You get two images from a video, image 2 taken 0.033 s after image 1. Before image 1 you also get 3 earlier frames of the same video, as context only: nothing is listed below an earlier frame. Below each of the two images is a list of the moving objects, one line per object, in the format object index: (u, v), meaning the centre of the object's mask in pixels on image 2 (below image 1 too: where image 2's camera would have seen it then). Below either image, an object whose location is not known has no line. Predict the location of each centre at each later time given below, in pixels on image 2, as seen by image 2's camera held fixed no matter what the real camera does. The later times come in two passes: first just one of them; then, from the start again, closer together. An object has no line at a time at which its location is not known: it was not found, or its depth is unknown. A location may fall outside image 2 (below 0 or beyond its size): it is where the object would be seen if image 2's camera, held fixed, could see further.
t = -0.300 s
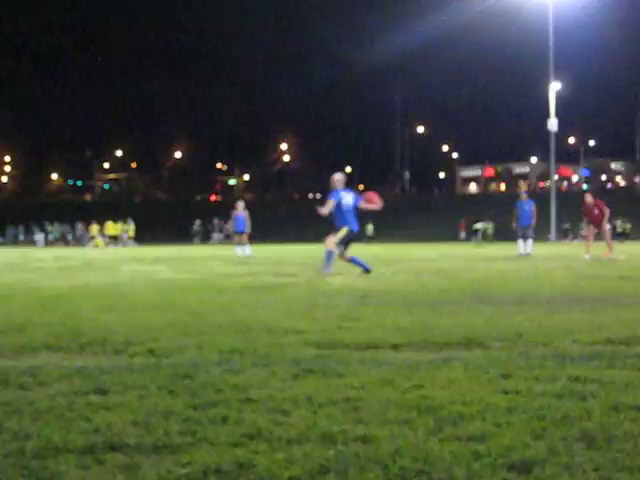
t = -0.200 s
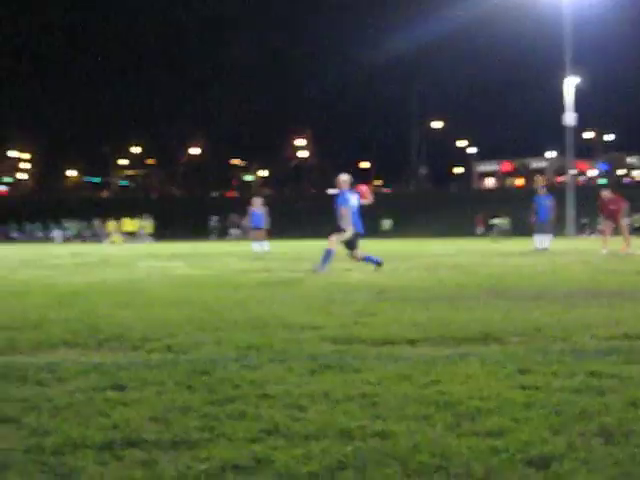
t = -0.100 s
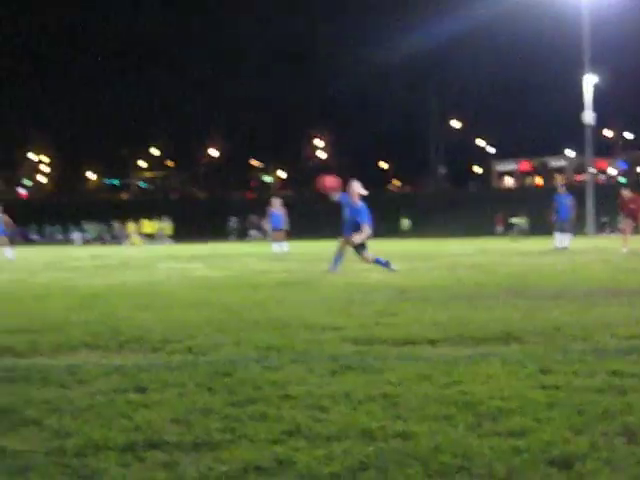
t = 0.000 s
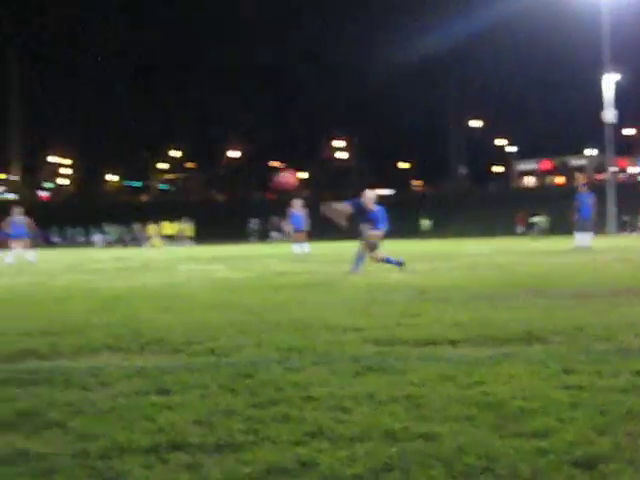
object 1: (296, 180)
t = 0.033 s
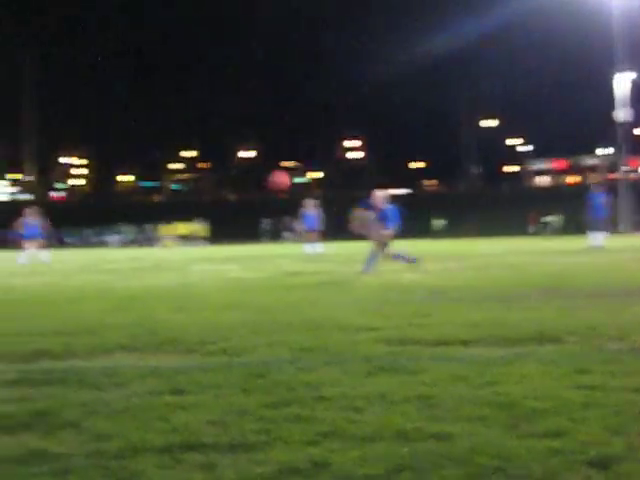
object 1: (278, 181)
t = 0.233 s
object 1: (143, 200)
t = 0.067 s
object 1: (263, 181)
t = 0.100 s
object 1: (248, 184)
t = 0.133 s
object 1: (226, 188)
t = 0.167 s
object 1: (201, 193)
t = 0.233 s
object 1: (143, 200)
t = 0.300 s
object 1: (77, 215)
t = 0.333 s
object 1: (36, 226)
